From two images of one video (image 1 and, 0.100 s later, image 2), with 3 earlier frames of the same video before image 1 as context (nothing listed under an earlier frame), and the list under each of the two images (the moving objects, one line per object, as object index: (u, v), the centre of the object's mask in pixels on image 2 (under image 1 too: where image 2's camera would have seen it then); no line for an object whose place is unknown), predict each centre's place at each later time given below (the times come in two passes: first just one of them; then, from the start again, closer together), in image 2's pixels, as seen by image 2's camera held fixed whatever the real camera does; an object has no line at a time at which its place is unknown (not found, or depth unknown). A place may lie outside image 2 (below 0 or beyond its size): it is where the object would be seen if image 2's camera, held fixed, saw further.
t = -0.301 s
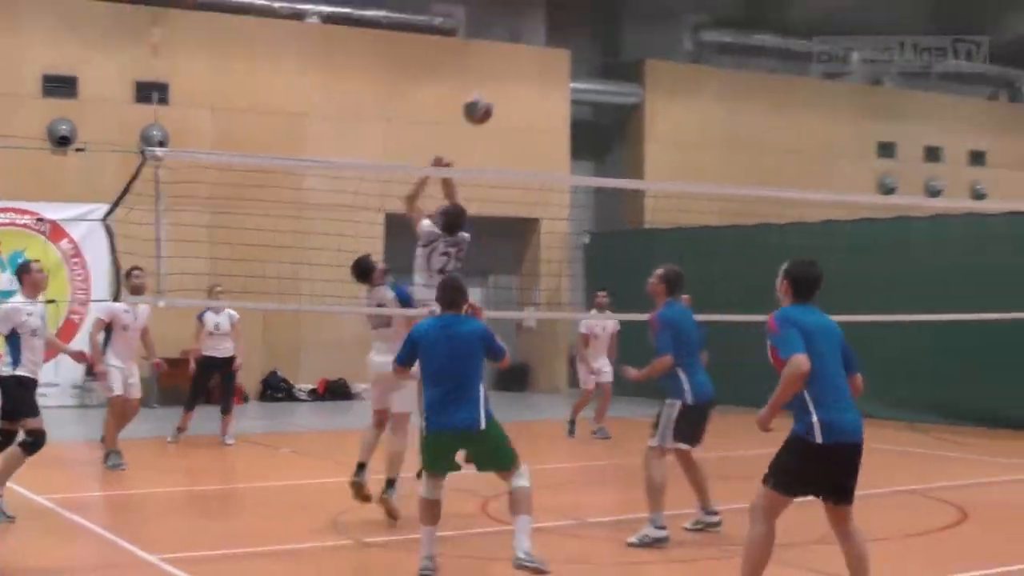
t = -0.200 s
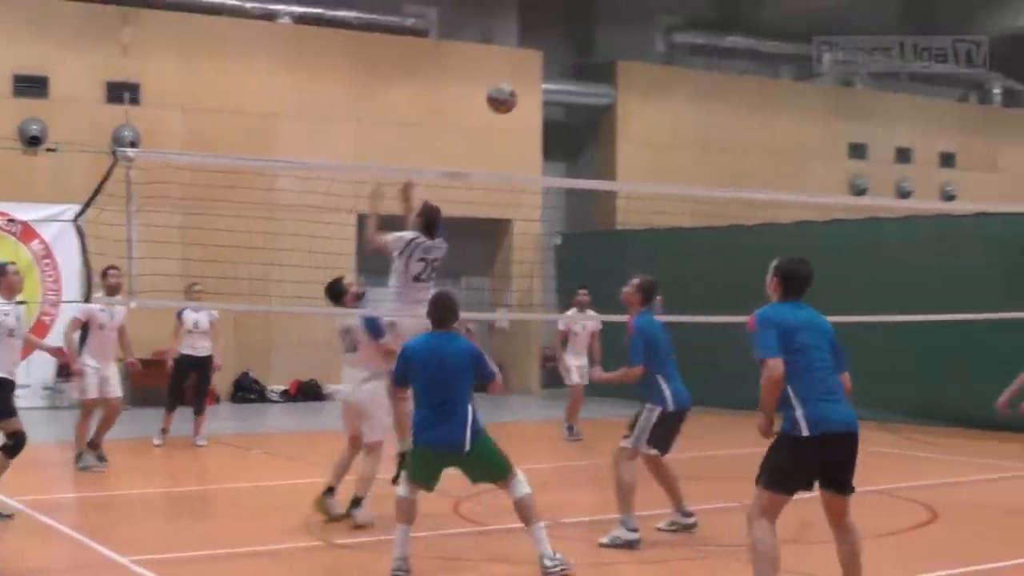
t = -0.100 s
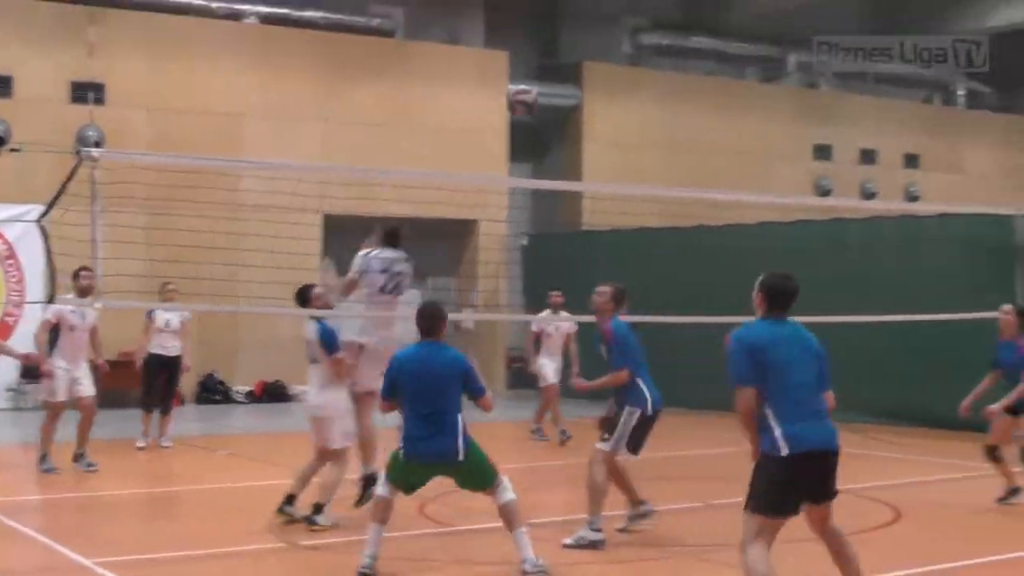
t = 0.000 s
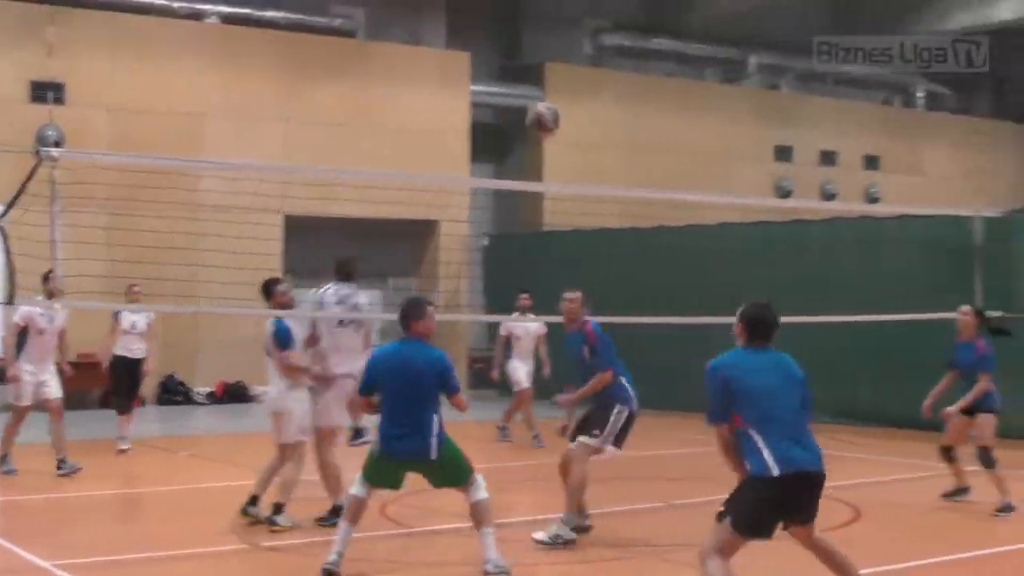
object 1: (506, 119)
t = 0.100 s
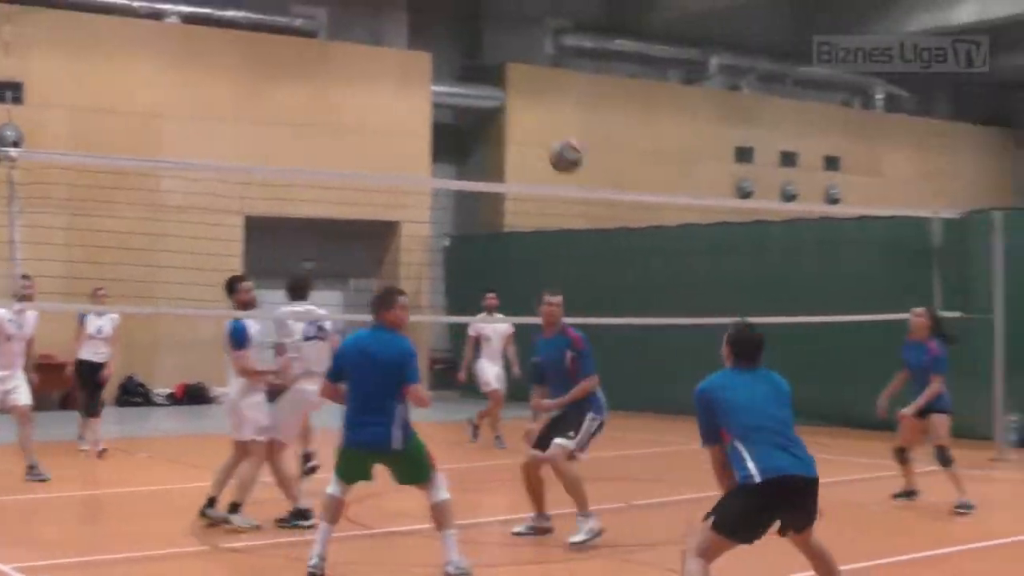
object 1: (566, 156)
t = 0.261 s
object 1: (669, 251)
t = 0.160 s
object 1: (602, 187)
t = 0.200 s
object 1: (629, 214)
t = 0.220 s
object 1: (641, 219)
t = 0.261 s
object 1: (669, 251)
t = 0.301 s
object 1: (696, 285)
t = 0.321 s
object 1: (710, 301)
